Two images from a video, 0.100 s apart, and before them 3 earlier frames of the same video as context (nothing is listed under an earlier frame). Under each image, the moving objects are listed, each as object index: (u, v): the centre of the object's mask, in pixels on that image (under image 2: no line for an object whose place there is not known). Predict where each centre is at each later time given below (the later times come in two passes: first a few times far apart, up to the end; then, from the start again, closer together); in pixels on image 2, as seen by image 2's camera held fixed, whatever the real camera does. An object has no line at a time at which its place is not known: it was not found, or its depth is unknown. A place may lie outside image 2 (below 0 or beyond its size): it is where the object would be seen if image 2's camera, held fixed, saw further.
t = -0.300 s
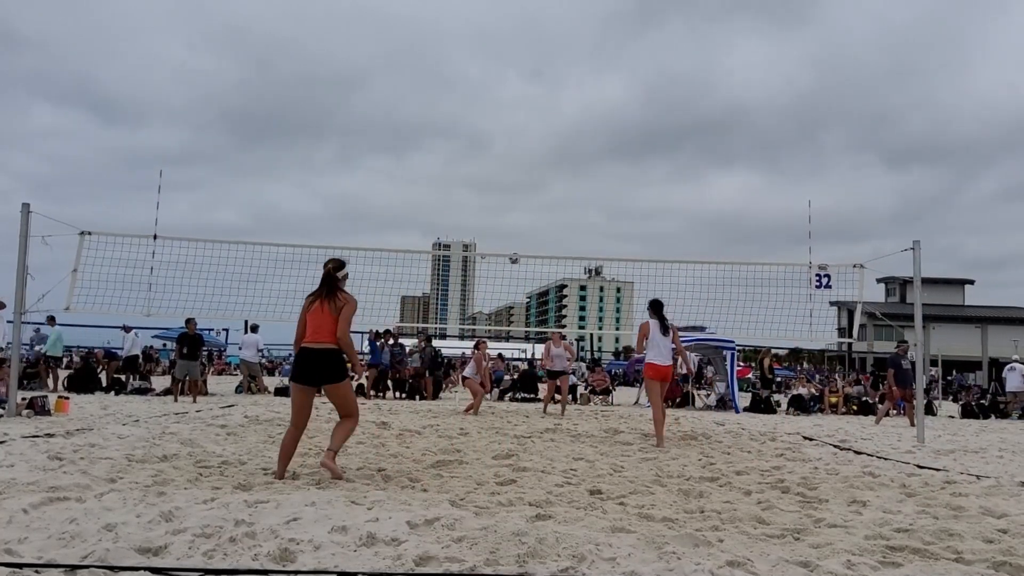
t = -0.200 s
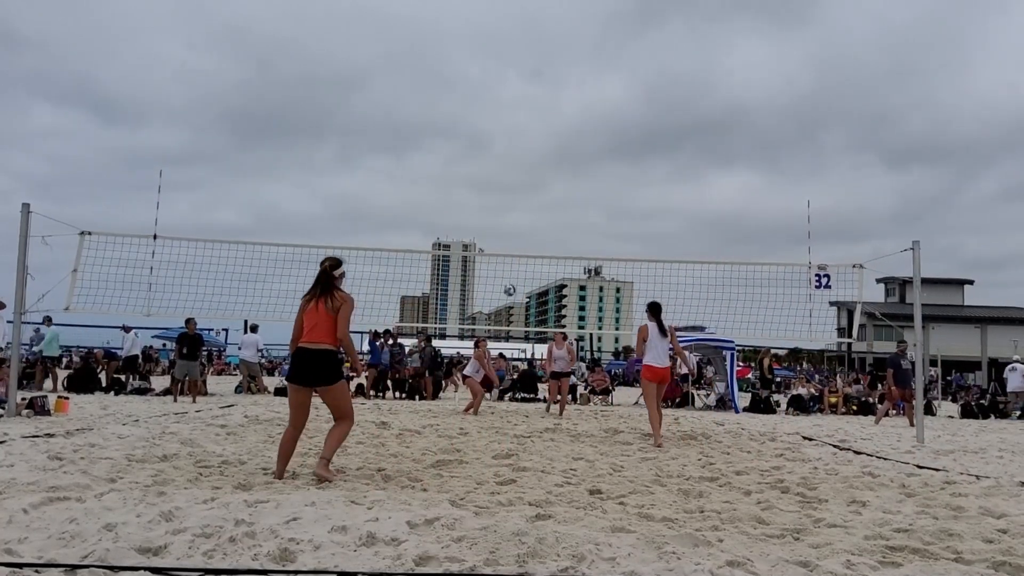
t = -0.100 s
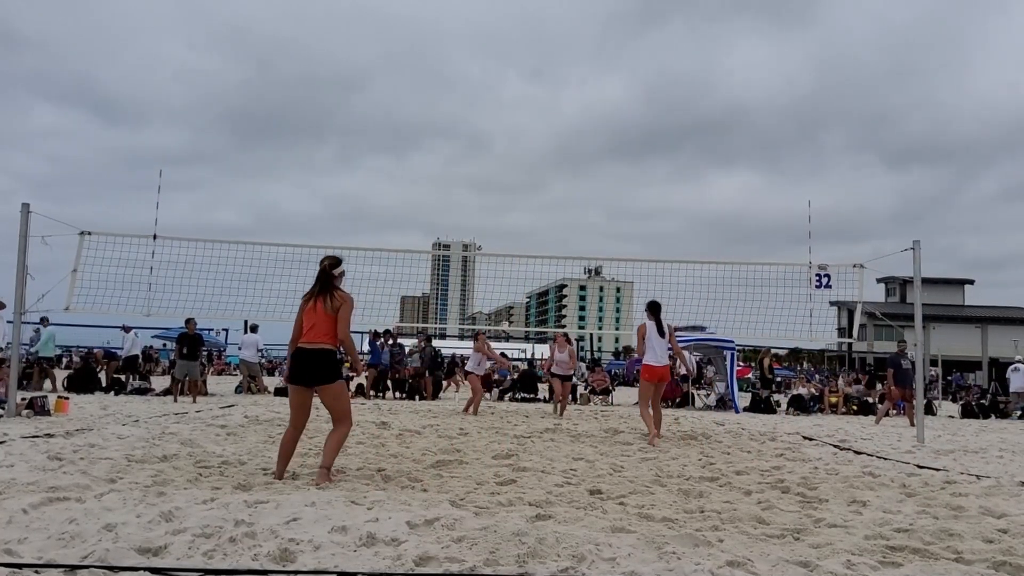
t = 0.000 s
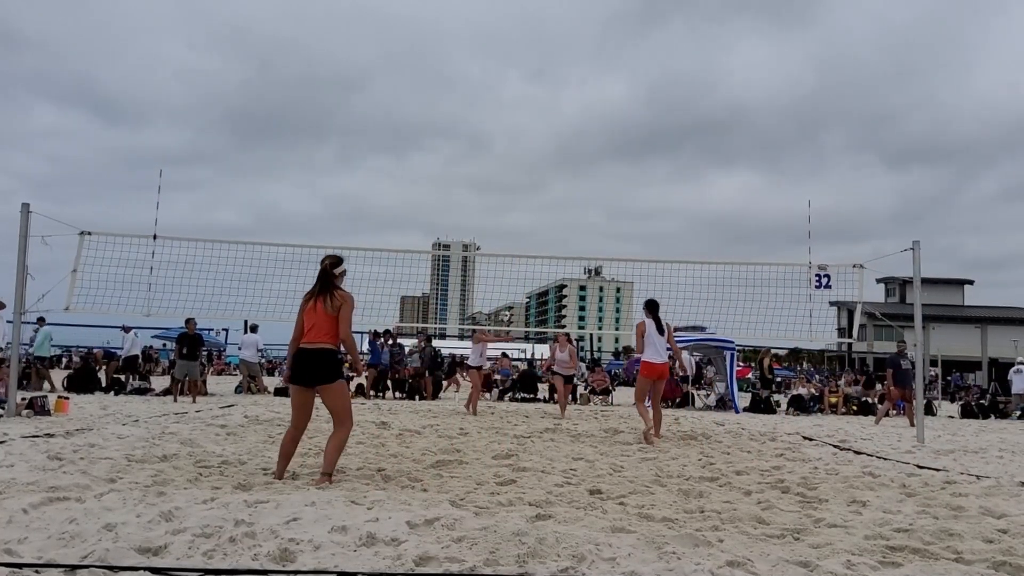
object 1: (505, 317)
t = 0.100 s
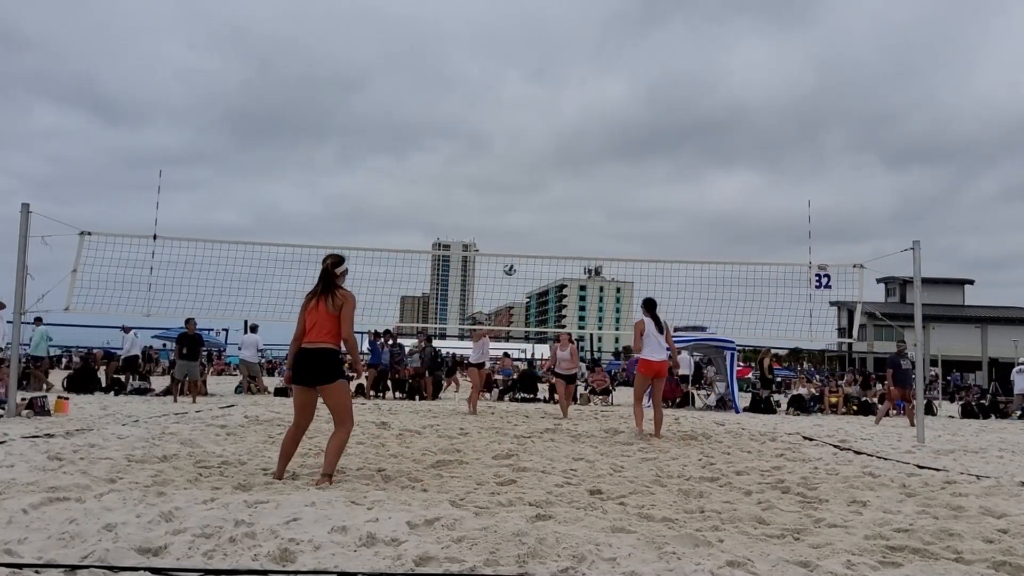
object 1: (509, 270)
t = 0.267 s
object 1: (517, 202)
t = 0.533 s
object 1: (532, 122)
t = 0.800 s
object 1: (548, 81)
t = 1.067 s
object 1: (565, 86)
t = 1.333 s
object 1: (584, 142)
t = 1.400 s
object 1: (589, 164)
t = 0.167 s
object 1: (512, 242)
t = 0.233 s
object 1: (515, 215)
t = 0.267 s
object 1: (517, 202)
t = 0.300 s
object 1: (519, 191)
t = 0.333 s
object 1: (521, 179)
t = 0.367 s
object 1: (523, 168)
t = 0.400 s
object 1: (525, 158)
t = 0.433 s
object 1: (526, 148)
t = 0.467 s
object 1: (528, 139)
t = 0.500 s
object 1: (531, 130)
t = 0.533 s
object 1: (532, 122)
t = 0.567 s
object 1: (534, 115)
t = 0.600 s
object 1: (536, 108)
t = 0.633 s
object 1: (538, 102)
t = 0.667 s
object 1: (540, 97)
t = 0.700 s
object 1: (542, 92)
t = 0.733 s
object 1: (544, 88)
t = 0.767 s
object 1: (546, 84)
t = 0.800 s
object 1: (548, 81)
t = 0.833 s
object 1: (551, 79)
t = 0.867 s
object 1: (553, 78)
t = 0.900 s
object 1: (555, 77)
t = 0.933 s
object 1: (557, 78)
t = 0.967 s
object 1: (559, 78)
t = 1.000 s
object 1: (561, 80)
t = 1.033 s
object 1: (563, 82)
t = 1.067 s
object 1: (565, 86)
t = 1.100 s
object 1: (567, 90)
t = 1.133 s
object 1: (570, 95)
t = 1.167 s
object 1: (573, 101)
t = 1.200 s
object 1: (575, 107)
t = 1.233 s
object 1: (577, 115)
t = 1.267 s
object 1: (579, 123)
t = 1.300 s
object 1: (582, 132)
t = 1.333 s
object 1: (584, 142)
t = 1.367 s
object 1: (586, 152)
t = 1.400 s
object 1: (589, 164)
